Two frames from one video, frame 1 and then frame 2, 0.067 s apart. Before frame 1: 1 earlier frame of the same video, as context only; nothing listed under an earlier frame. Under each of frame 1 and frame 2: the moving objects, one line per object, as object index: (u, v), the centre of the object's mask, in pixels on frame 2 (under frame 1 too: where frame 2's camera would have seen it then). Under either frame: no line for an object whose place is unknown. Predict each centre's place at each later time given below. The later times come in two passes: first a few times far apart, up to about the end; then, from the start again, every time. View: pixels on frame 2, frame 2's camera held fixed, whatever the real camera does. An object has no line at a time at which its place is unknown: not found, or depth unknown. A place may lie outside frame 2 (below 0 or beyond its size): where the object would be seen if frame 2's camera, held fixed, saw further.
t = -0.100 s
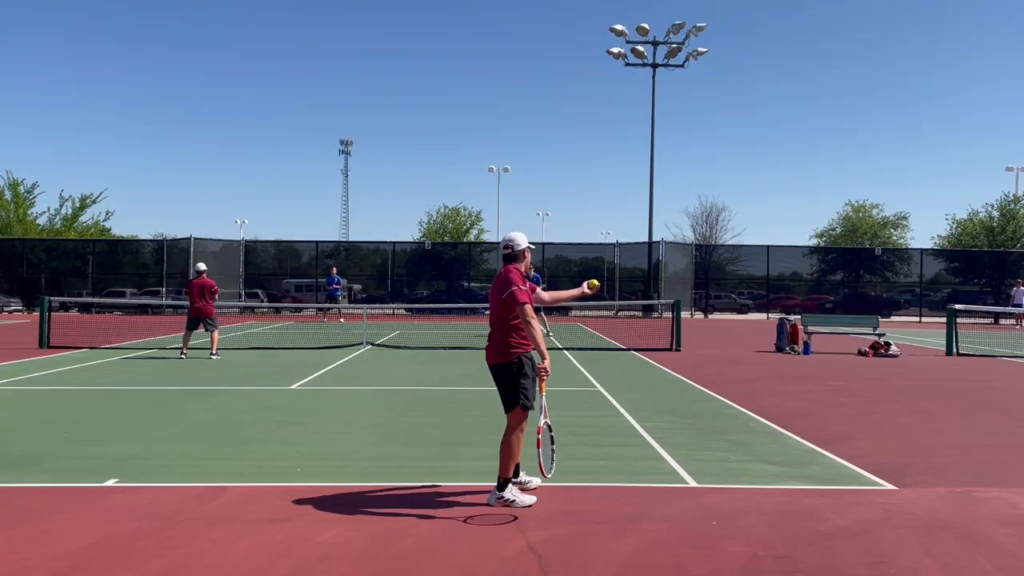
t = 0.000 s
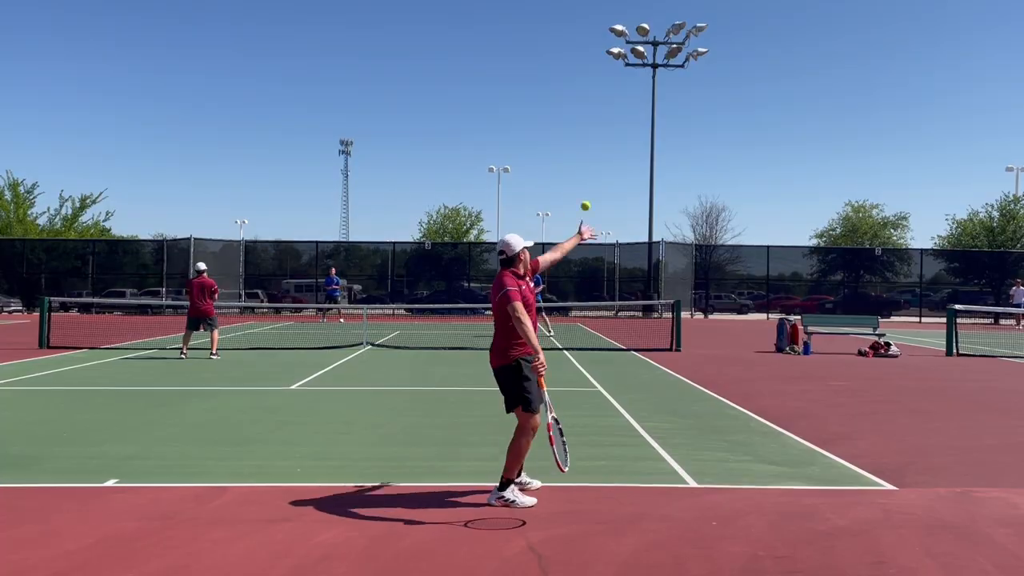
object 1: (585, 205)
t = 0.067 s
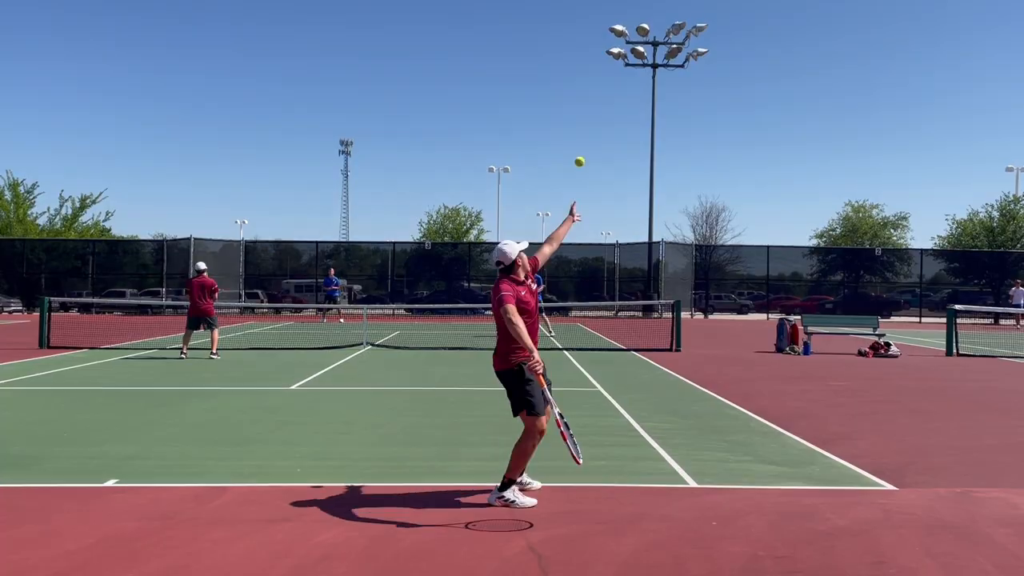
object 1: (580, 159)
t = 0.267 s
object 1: (562, 65)
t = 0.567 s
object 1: (534, 29)
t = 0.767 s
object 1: (516, 75)
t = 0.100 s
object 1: (577, 141)
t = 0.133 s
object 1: (573, 122)
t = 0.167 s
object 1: (571, 106)
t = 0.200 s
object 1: (568, 91)
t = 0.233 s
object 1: (565, 78)
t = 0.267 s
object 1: (562, 65)
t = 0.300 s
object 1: (559, 55)
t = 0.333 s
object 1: (556, 47)
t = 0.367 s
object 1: (553, 39)
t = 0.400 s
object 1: (550, 34)
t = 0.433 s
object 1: (547, 30)
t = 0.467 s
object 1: (544, 27)
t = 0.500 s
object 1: (541, 26)
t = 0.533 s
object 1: (537, 27)
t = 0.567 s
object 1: (534, 29)
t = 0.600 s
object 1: (531, 33)
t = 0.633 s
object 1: (528, 38)
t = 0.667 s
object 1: (525, 45)
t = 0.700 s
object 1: (522, 53)
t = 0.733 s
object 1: (519, 63)
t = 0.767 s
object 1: (516, 75)
